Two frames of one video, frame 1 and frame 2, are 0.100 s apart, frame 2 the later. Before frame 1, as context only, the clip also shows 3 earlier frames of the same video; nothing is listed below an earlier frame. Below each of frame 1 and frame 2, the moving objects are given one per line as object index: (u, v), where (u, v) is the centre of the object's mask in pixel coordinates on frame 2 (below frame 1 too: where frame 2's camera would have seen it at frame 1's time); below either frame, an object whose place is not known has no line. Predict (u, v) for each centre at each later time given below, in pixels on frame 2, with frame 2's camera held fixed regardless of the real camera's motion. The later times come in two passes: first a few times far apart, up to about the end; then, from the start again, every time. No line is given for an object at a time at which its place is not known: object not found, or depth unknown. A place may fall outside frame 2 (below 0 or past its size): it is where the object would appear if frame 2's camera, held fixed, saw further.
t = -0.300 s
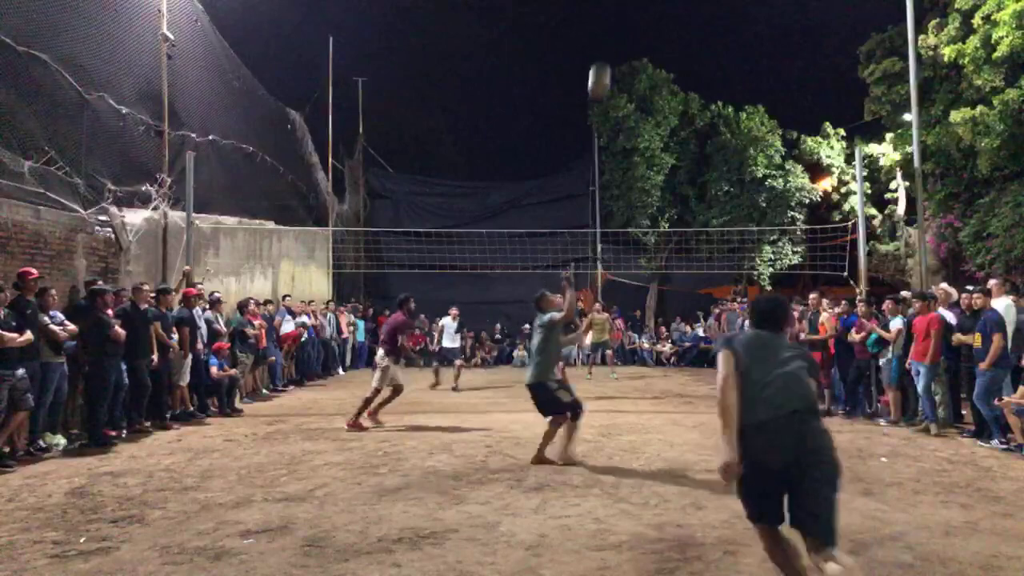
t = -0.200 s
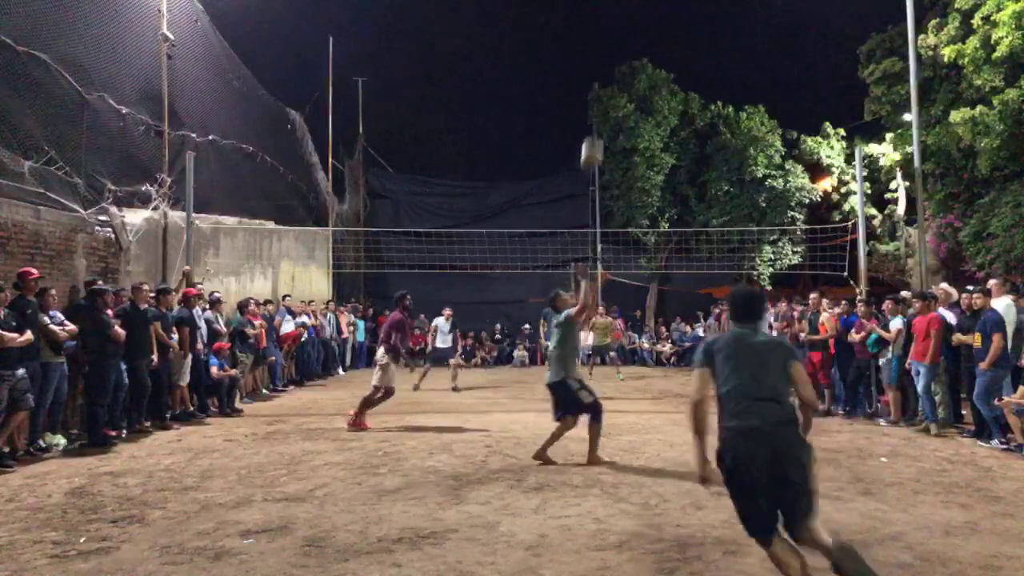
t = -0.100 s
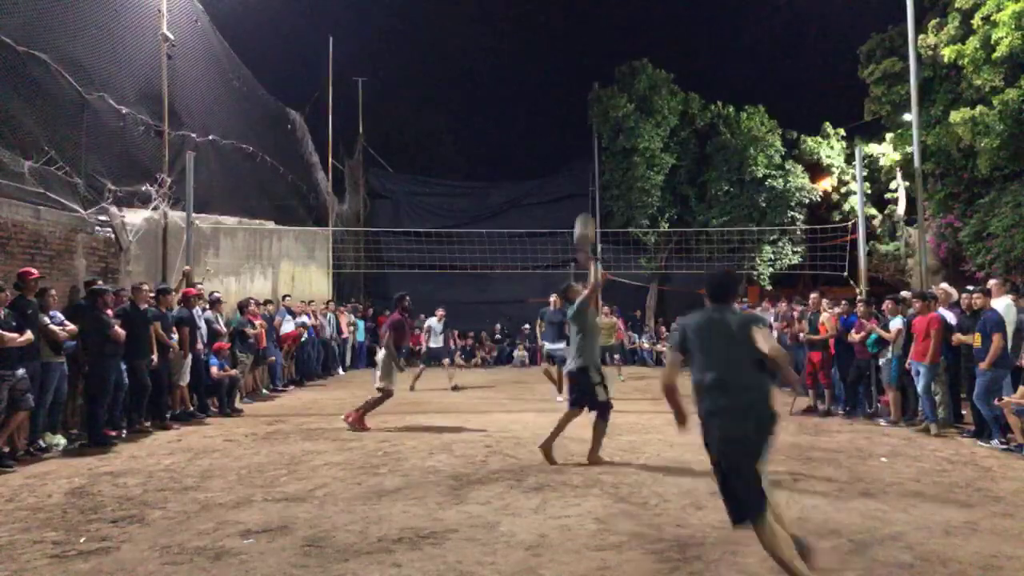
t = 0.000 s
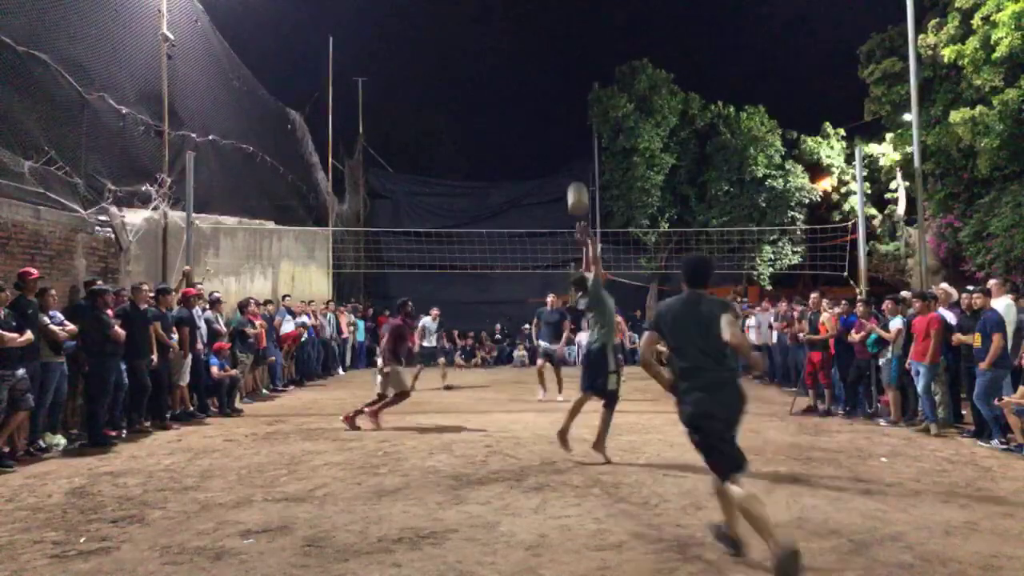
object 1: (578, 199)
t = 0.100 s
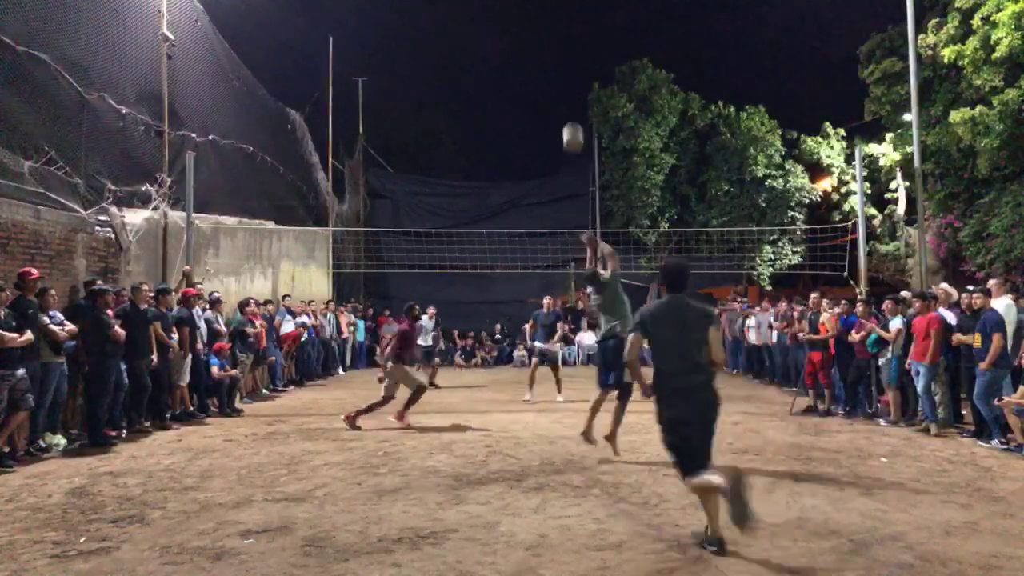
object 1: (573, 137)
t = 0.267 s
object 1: (565, 65)
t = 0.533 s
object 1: (555, 14)
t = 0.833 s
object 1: (546, 33)
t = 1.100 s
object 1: (541, 103)
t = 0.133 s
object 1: (571, 120)
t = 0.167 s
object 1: (570, 104)
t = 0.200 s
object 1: (568, 89)
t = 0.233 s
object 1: (567, 77)
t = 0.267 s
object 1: (565, 65)
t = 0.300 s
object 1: (564, 55)
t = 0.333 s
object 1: (563, 45)
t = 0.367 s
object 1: (561, 38)
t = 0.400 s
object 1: (560, 31)
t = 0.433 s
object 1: (559, 25)
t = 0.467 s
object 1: (558, 20)
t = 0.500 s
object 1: (556, 17)
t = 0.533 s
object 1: (555, 14)
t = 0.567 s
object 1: (554, 13)
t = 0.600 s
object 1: (553, 12)
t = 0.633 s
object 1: (552, 13)
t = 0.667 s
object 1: (551, 14)
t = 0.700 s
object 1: (550, 16)
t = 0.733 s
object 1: (549, 19)
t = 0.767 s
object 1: (548, 23)
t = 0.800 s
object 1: (547, 28)
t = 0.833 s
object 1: (546, 33)
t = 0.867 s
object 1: (546, 39)
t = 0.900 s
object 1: (545, 46)
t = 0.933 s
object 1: (544, 54)
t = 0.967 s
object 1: (543, 63)
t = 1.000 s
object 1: (543, 72)
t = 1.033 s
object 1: (542, 82)
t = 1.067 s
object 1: (541, 93)
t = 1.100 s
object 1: (541, 103)
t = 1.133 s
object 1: (540, 115)
